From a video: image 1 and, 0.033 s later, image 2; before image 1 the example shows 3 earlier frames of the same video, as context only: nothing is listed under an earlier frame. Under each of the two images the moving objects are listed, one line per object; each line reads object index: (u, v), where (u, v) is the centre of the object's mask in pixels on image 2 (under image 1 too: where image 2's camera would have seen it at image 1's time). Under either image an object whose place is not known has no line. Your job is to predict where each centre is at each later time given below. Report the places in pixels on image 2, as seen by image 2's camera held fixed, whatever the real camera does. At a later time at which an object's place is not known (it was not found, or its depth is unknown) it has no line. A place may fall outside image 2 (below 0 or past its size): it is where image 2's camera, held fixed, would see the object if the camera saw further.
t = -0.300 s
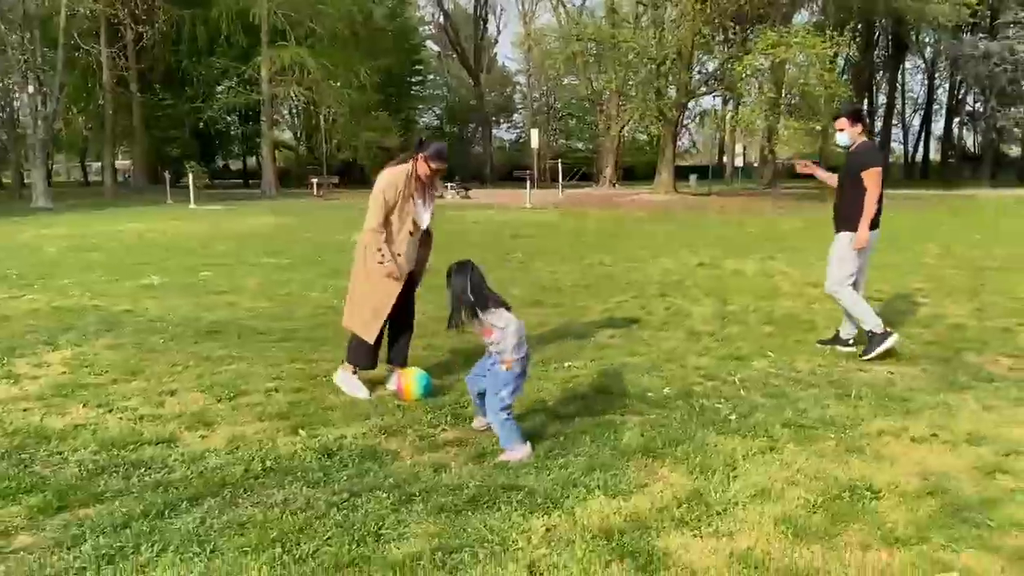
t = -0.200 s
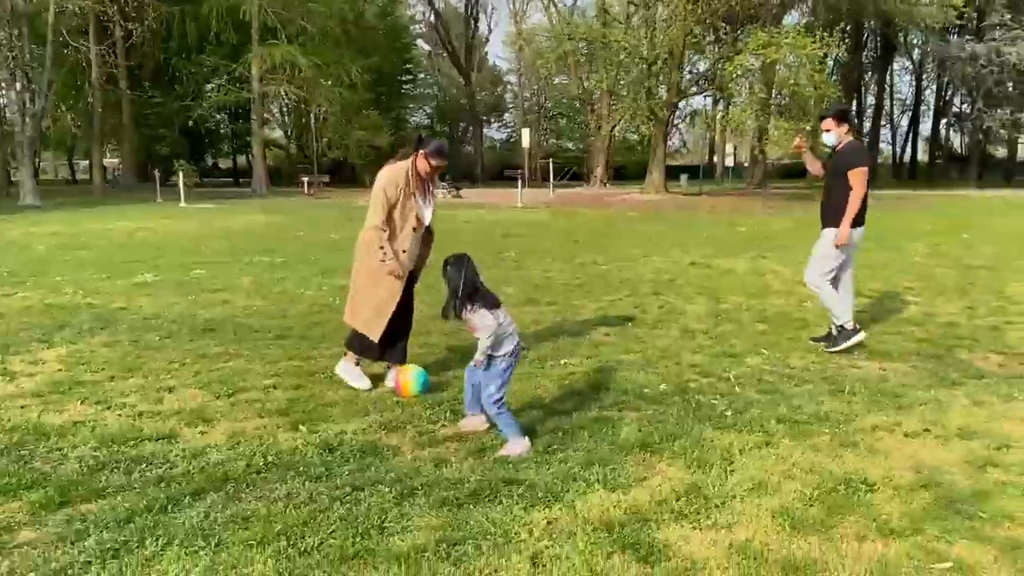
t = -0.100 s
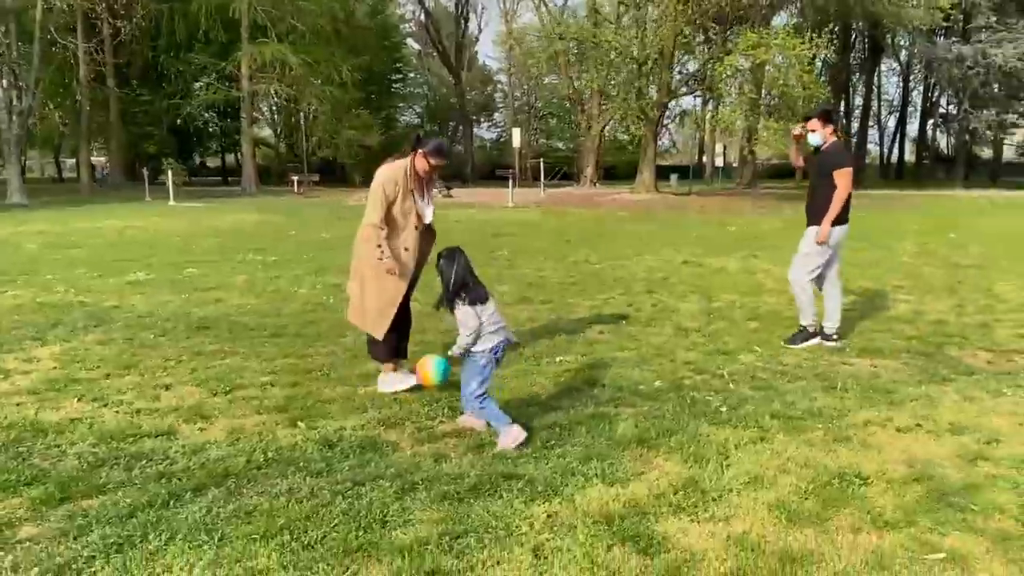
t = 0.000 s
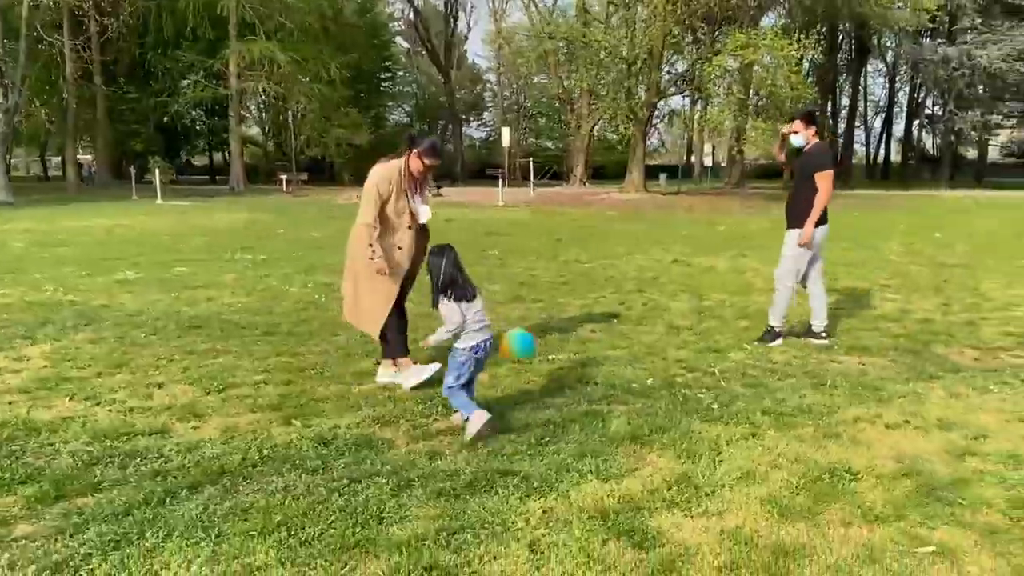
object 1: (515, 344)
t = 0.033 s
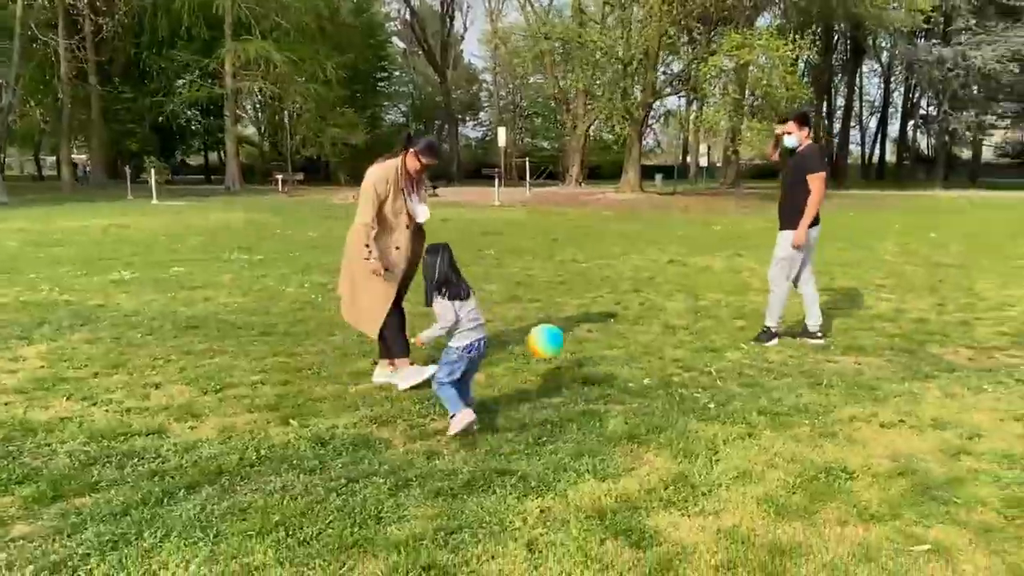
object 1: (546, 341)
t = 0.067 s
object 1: (578, 339)
